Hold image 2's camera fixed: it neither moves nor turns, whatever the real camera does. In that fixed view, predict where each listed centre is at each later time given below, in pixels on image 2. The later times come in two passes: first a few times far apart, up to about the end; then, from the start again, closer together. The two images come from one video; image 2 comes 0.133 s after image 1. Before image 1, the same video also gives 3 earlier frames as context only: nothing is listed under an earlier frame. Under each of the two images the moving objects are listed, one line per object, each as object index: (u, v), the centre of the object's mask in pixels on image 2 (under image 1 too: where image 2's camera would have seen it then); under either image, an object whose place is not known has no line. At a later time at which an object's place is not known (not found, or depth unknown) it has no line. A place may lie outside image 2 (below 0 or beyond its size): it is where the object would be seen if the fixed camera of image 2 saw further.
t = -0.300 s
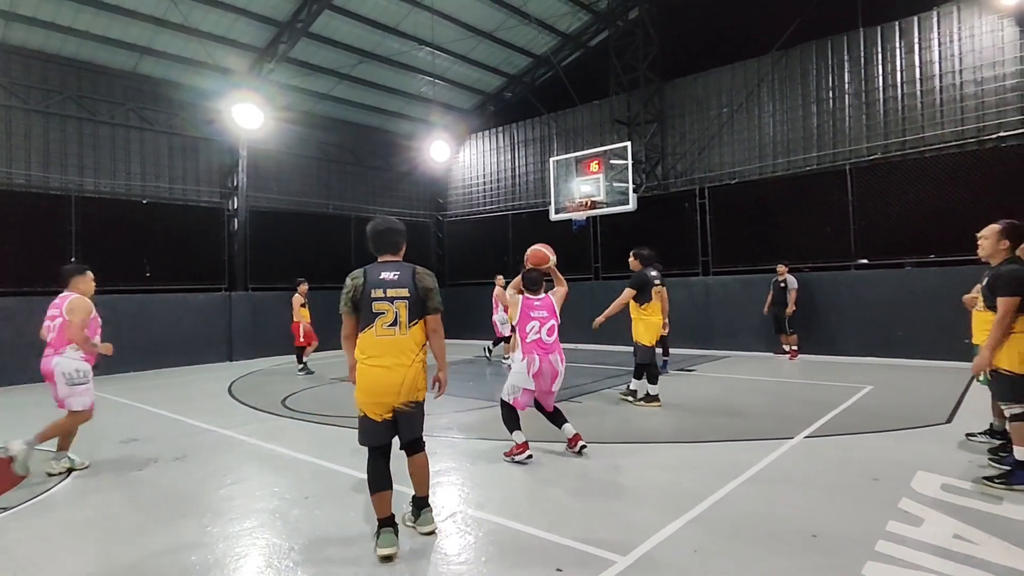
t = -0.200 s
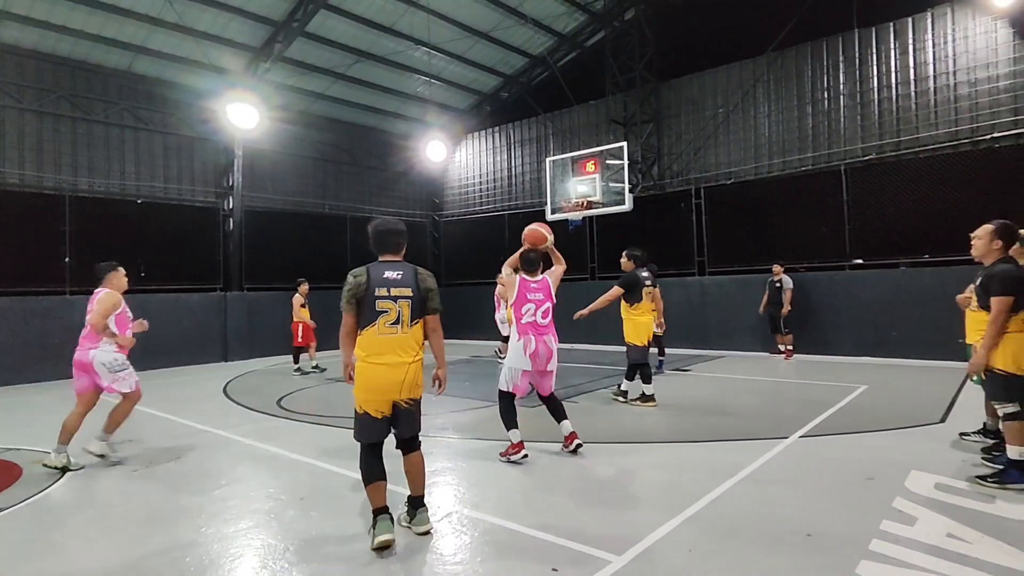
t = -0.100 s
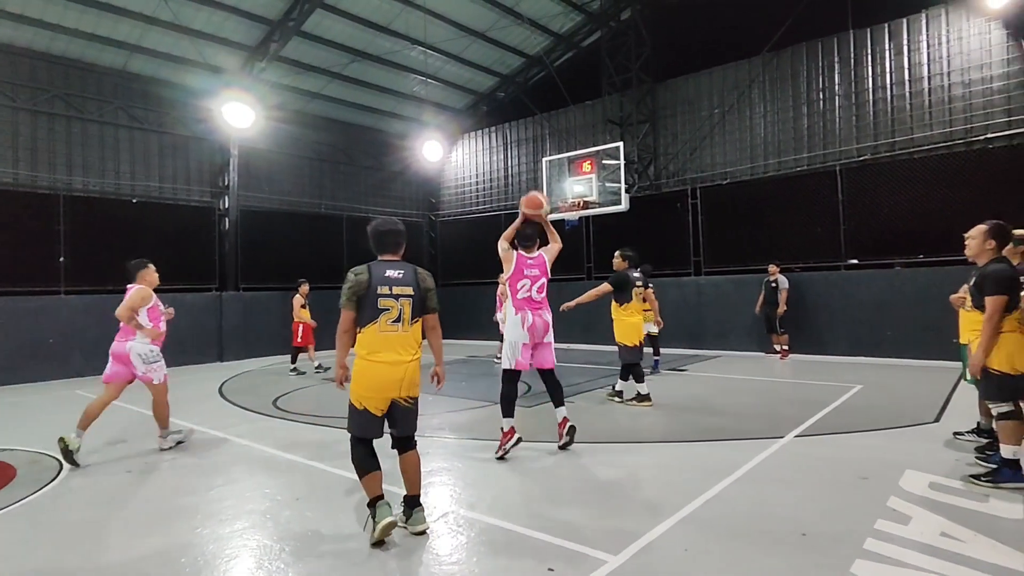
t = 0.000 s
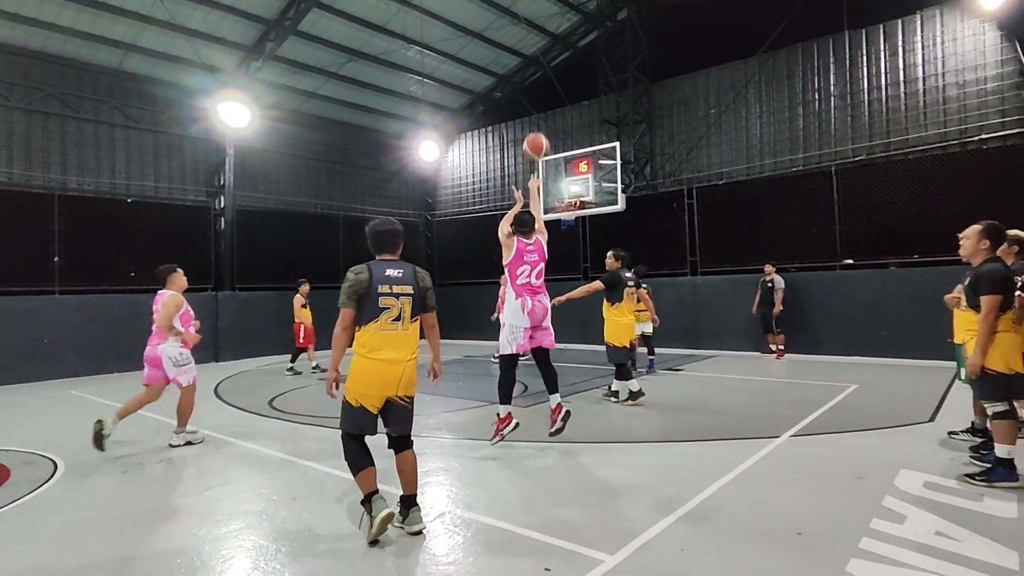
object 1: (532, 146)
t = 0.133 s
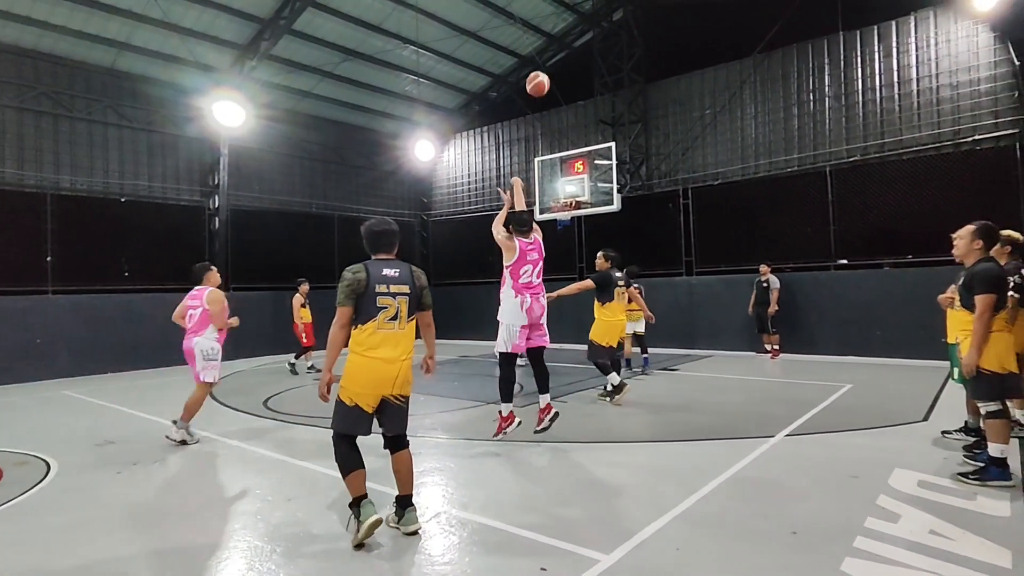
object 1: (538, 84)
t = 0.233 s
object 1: (542, 56)
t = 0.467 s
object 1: (550, 32)
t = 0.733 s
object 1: (557, 55)
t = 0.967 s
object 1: (563, 103)
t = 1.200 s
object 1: (568, 168)
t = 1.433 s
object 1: (554, 160)
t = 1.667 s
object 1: (526, 123)
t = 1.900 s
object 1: (499, 115)
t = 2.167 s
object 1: (468, 138)
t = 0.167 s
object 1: (539, 73)
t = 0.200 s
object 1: (540, 64)
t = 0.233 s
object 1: (542, 56)
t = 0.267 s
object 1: (543, 49)
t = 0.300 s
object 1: (545, 44)
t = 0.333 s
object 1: (546, 39)
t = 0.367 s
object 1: (547, 36)
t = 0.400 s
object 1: (548, 34)
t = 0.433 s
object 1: (549, 33)
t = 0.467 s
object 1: (550, 32)
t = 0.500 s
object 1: (551, 33)
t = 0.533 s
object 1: (552, 34)
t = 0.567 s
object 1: (553, 36)
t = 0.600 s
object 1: (554, 38)
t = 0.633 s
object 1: (555, 42)
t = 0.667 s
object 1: (556, 45)
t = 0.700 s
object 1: (556, 50)
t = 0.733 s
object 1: (557, 55)
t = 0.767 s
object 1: (558, 60)
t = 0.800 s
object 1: (559, 66)
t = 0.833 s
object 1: (559, 73)
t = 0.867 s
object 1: (560, 80)
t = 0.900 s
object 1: (561, 87)
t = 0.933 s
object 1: (562, 95)
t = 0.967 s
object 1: (563, 103)
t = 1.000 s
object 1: (564, 111)
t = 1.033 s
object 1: (565, 120)
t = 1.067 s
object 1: (565, 129)
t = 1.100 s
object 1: (566, 138)
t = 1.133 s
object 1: (567, 148)
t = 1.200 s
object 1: (568, 168)
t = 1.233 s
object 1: (569, 179)
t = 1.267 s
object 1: (570, 191)
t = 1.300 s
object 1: (570, 192)
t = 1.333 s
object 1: (564, 183)
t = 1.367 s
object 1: (561, 175)
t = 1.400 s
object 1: (557, 167)
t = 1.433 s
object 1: (554, 160)
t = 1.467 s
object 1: (550, 153)
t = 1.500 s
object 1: (546, 147)
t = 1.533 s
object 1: (542, 141)
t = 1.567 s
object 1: (538, 135)
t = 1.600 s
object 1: (534, 131)
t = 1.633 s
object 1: (530, 127)
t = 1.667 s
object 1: (526, 123)
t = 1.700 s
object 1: (523, 121)
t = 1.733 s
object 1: (519, 118)
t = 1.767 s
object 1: (515, 116)
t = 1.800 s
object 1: (511, 115)
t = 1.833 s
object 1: (507, 114)
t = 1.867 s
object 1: (503, 114)
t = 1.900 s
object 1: (499, 115)
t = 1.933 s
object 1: (495, 115)
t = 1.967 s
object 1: (491, 117)
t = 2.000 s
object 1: (487, 119)
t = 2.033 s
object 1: (483, 122)
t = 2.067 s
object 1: (479, 125)
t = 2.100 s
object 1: (475, 128)
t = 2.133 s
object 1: (472, 133)
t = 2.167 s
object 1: (468, 138)
